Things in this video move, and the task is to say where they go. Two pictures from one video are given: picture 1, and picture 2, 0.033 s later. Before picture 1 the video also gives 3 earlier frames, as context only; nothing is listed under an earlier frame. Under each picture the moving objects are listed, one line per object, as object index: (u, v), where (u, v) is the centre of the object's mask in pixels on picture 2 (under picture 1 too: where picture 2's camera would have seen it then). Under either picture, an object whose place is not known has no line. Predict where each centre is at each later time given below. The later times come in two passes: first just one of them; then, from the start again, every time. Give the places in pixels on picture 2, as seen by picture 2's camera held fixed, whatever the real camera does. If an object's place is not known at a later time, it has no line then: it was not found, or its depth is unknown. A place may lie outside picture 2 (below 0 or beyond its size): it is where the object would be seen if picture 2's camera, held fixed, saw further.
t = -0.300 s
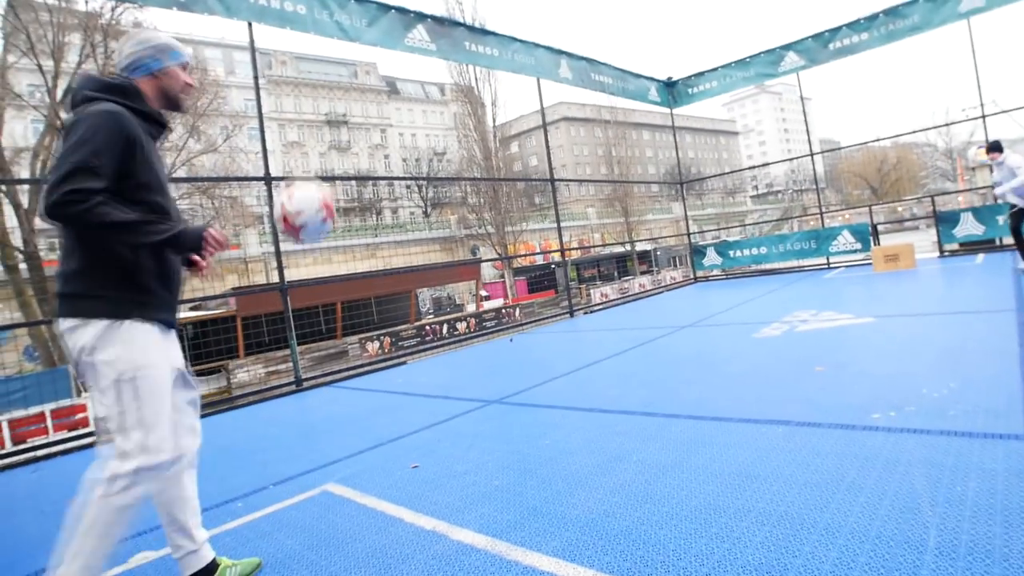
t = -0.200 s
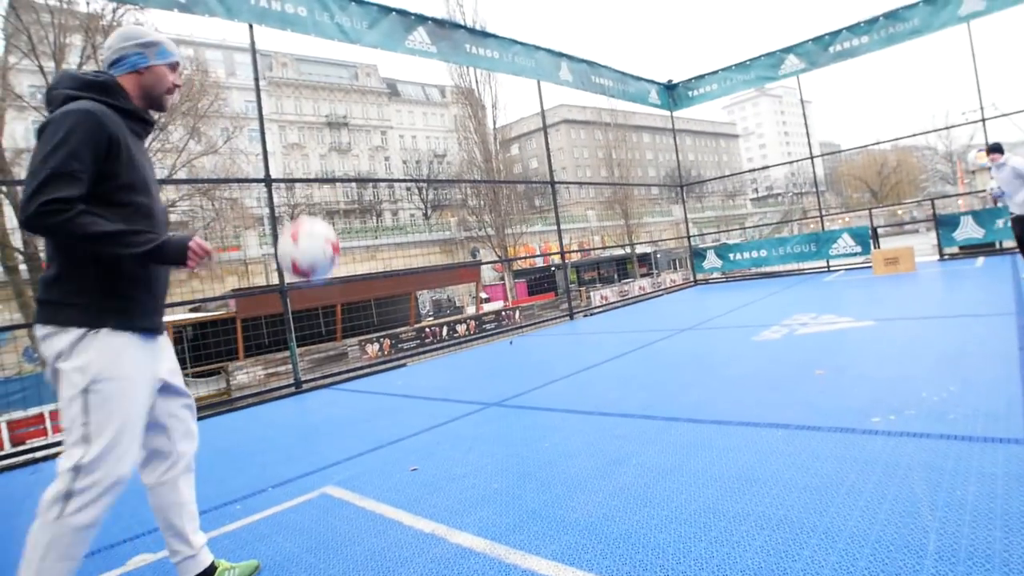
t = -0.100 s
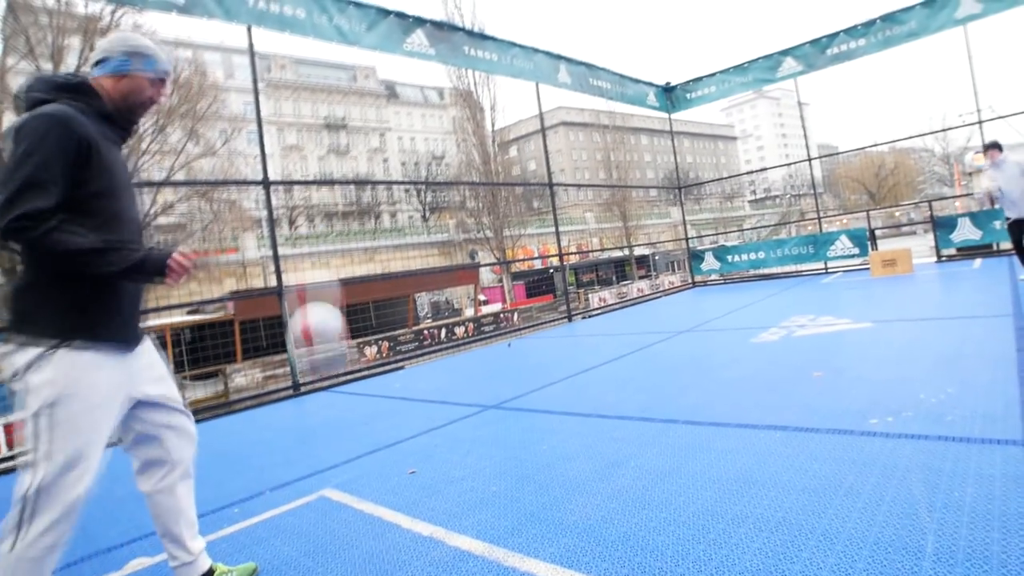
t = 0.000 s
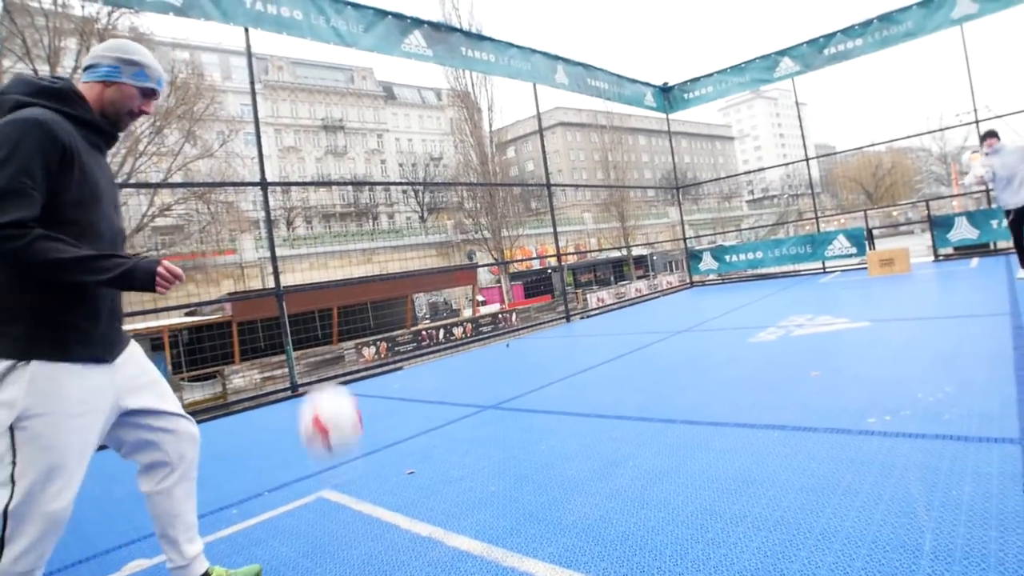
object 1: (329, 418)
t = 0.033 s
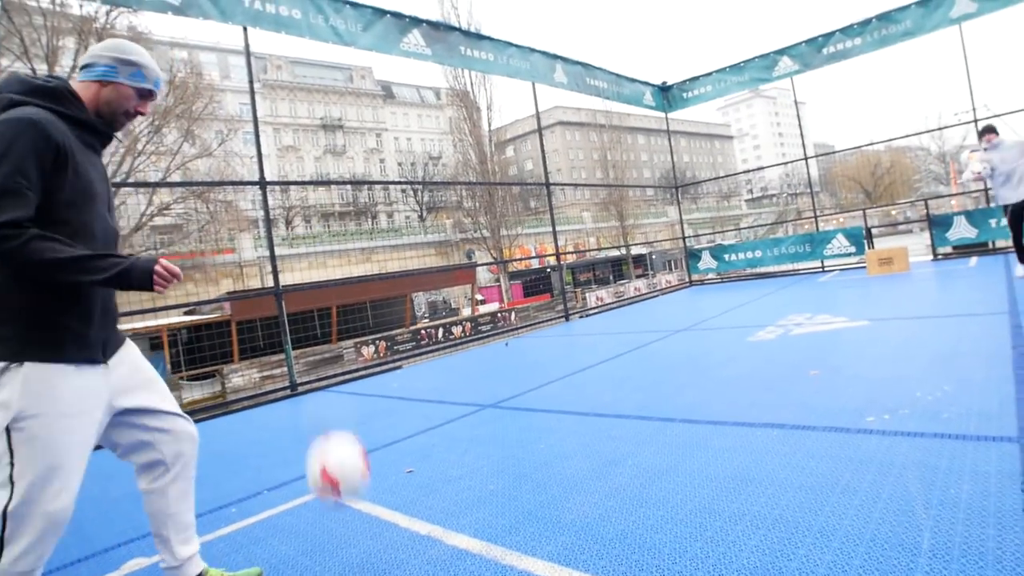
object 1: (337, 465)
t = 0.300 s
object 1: (318, 445)
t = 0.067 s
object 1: (346, 518)
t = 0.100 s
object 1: (350, 543)
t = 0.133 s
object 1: (351, 545)
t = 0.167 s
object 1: (343, 516)
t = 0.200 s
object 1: (335, 492)
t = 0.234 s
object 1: (328, 471)
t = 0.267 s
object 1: (322, 454)
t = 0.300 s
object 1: (318, 445)
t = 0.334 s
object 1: (313, 436)
